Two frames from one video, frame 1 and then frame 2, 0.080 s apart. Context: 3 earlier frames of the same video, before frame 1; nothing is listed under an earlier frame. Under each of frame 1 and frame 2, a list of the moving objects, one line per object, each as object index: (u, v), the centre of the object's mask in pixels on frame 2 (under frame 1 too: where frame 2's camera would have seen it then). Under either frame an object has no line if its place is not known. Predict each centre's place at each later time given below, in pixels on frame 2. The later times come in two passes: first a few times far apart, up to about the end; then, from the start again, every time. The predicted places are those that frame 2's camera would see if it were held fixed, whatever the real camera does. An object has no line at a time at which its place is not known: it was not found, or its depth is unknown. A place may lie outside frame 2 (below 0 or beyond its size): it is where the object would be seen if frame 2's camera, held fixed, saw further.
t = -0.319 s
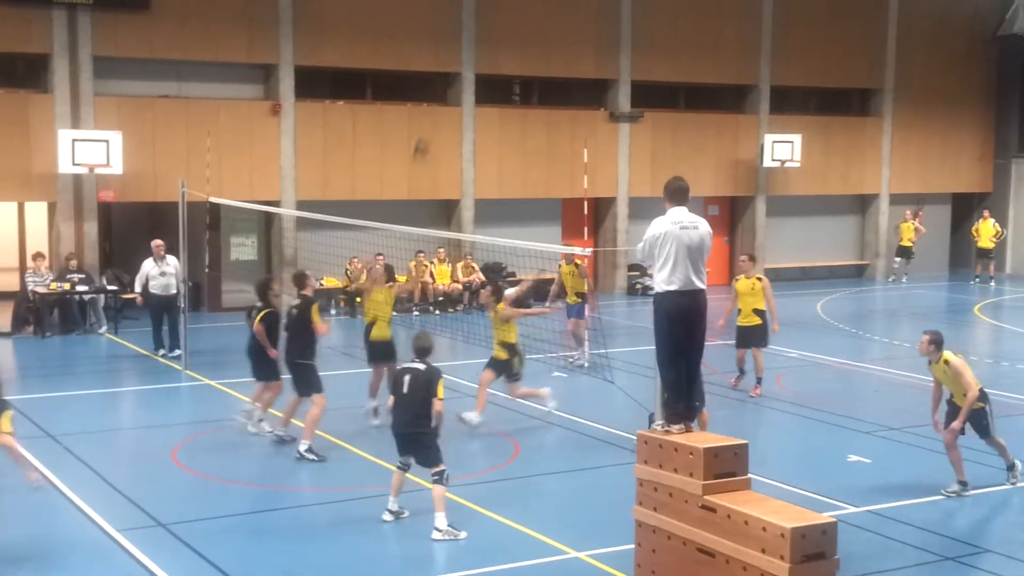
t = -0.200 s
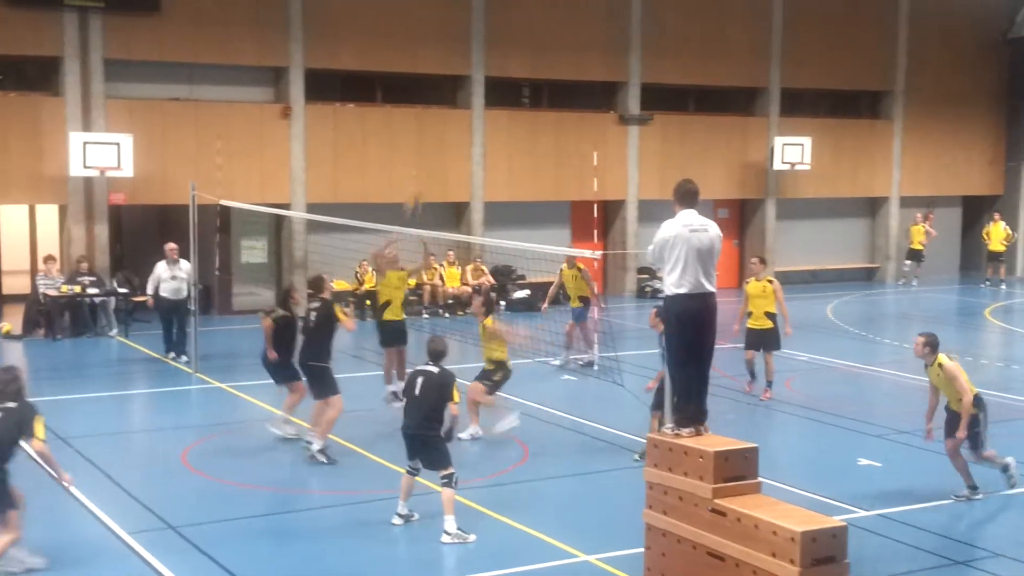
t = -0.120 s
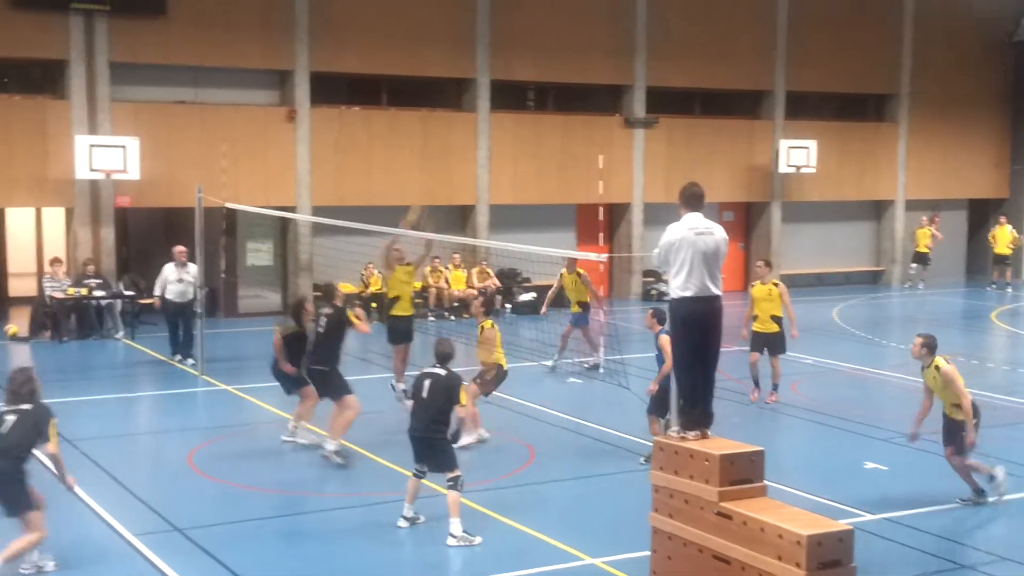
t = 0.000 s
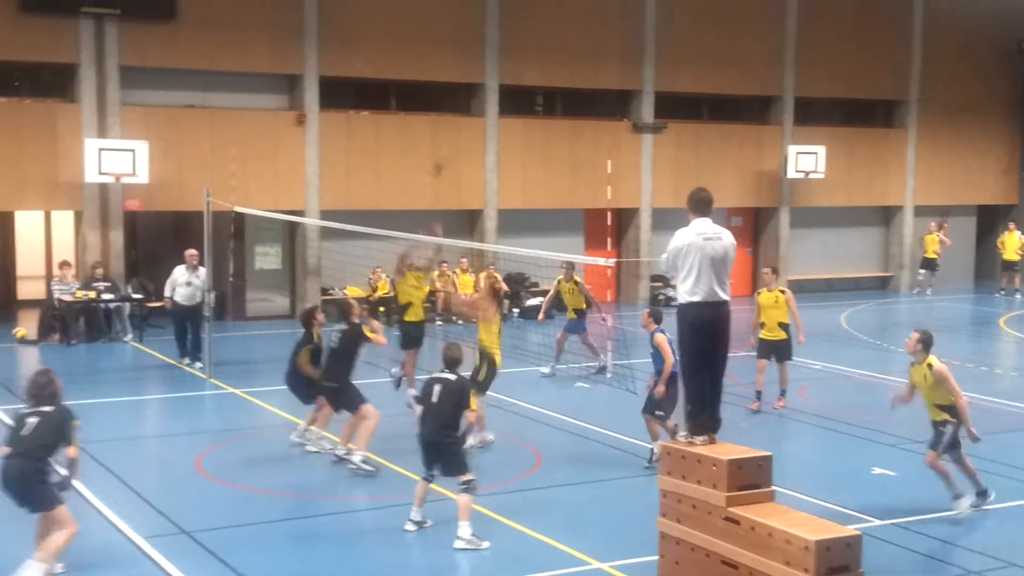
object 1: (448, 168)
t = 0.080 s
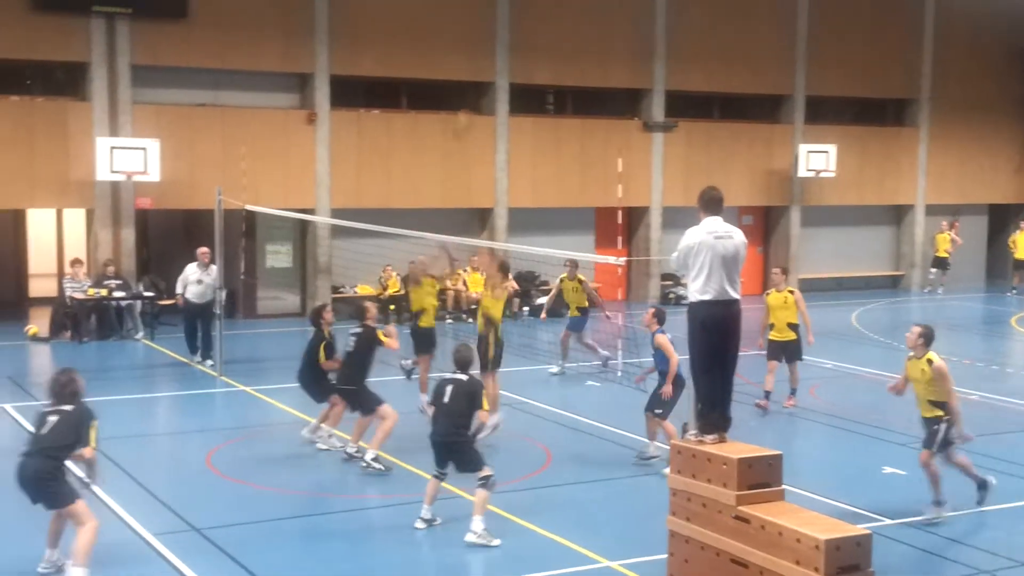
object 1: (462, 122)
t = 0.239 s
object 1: (484, 65)
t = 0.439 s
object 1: (510, 28)
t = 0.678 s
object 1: (543, 34)
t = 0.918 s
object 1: (576, 109)
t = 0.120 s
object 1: (467, 108)
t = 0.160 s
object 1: (473, 94)
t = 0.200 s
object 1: (478, 81)
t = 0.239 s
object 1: (484, 65)
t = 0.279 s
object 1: (489, 55)
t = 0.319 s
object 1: (494, 47)
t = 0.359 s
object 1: (500, 39)
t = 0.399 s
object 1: (505, 34)
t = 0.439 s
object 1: (510, 28)
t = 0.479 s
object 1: (516, 26)
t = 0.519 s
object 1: (521, 24)
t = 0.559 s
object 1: (526, 25)
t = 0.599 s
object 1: (532, 26)
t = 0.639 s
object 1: (538, 29)
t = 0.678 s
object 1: (543, 34)
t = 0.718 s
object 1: (548, 42)
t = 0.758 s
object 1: (554, 51)
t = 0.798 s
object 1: (560, 63)
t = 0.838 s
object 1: (566, 79)
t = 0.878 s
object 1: (571, 93)
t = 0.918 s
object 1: (576, 109)
